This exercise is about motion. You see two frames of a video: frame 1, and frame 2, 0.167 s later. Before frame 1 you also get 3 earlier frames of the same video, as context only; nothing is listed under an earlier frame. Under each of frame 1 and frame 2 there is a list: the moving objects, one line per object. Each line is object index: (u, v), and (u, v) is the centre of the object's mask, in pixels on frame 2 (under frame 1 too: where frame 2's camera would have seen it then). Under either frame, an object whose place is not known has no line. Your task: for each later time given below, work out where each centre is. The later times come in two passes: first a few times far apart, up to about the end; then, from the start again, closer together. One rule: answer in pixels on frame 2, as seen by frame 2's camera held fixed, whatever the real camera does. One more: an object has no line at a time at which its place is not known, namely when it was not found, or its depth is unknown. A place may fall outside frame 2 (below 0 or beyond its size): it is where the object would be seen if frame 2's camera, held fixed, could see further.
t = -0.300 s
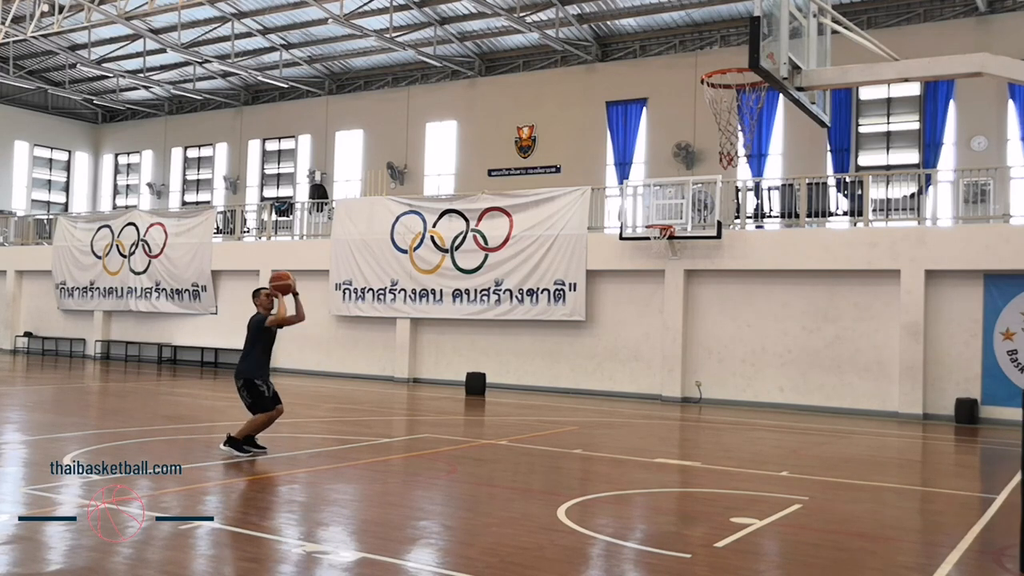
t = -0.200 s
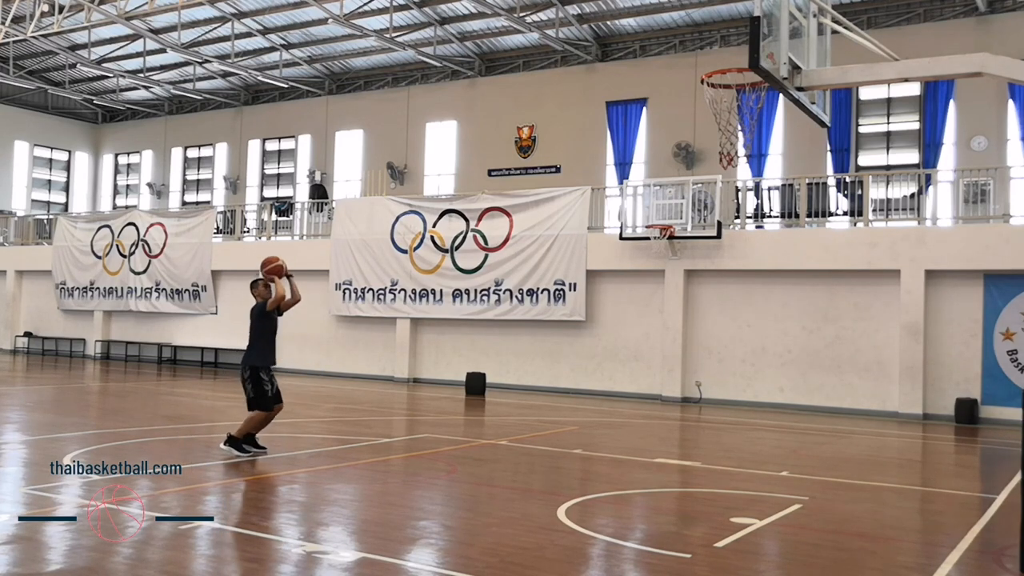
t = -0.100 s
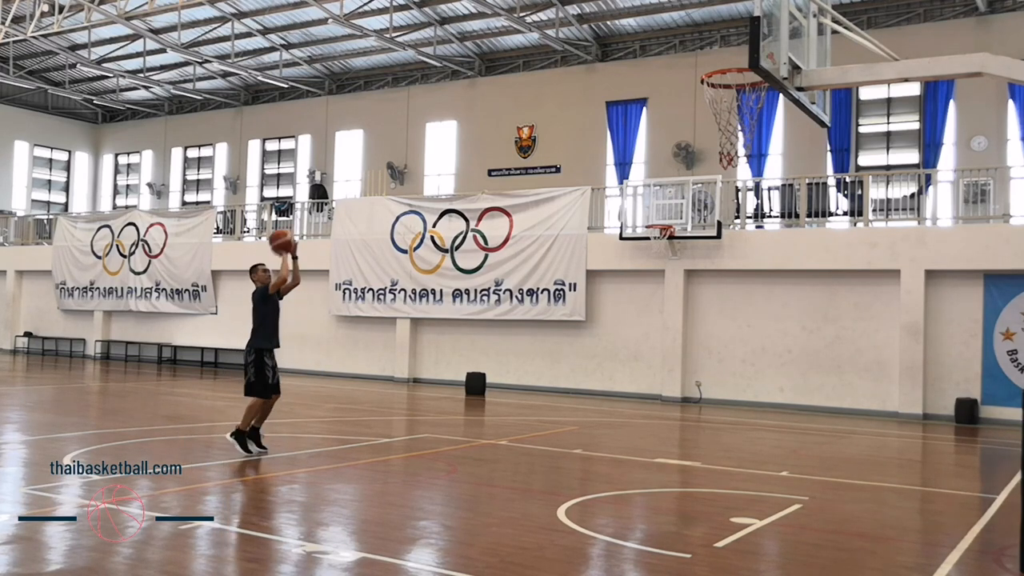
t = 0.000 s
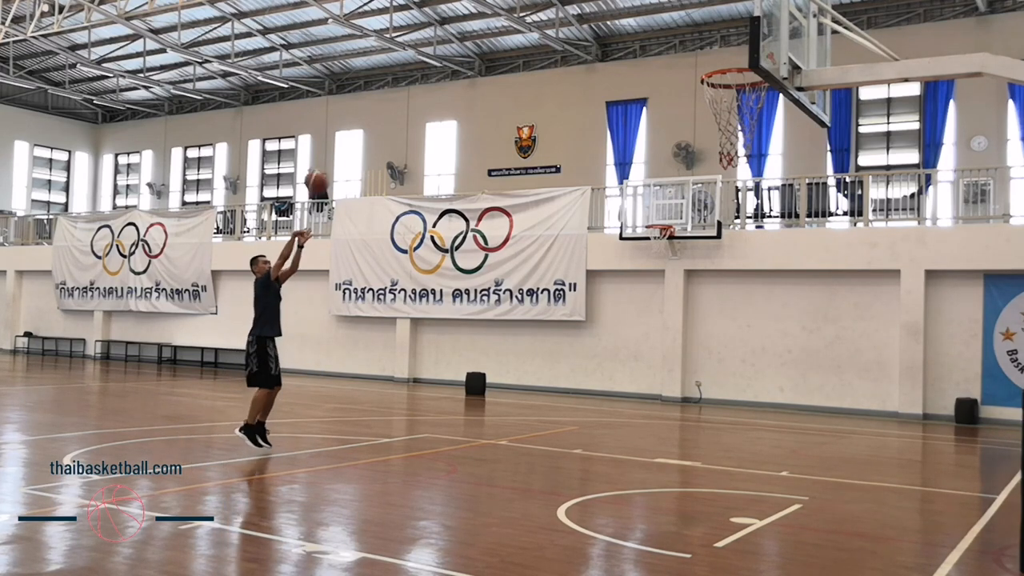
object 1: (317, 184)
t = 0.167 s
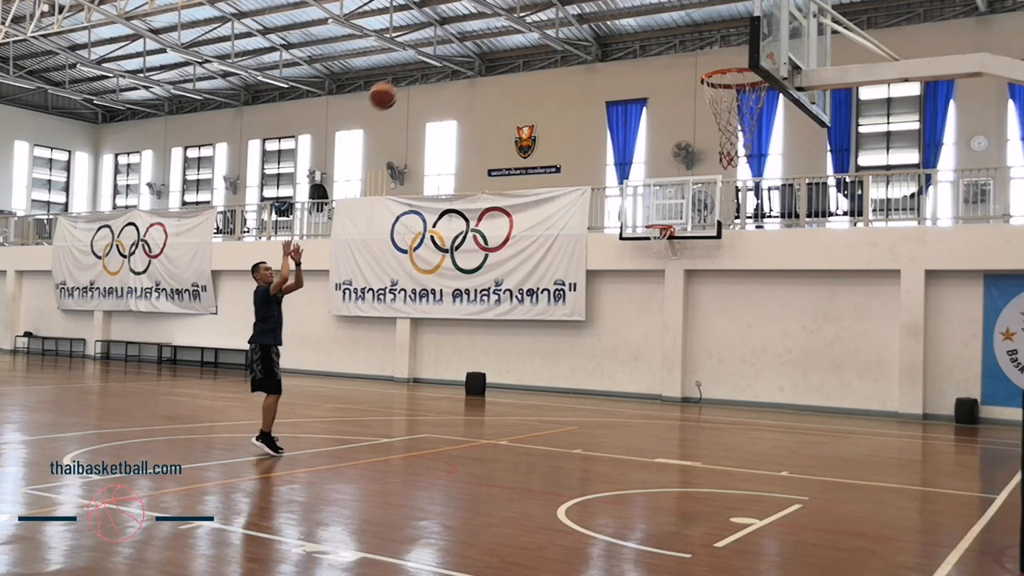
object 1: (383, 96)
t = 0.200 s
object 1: (397, 80)
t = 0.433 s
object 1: (501, 10)
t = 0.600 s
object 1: (578, 2)
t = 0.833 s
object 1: (706, 23)
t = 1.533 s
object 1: (728, 8)
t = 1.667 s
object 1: (714, 54)
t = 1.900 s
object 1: (693, 62)
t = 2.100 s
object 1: (672, 138)
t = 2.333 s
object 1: (639, 324)
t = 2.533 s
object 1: (611, 515)
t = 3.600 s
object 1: (543, 326)
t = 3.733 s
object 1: (526, 495)
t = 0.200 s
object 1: (397, 80)
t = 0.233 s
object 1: (411, 67)
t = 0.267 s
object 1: (425, 54)
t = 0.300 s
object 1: (441, 42)
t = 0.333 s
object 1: (455, 32)
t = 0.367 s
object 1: (469, 23)
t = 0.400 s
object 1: (485, 15)
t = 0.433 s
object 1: (501, 10)
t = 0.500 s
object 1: (532, 5)
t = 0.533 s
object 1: (549, 3)
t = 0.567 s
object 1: (564, 3)
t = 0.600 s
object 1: (578, 2)
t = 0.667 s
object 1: (615, 3)
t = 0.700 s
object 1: (633, 5)
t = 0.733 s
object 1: (651, 7)
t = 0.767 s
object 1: (669, 10)
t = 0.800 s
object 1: (687, 14)
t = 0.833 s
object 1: (706, 23)
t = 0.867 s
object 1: (725, 34)
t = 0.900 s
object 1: (740, 46)
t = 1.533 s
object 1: (728, 8)
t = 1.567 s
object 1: (725, 13)
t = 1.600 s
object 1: (721, 25)
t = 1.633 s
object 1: (717, 39)
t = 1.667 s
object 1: (714, 54)
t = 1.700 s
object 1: (711, 51)
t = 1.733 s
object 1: (708, 48)
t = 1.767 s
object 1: (705, 48)
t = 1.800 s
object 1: (702, 49)
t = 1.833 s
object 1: (699, 52)
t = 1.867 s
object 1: (696, 56)
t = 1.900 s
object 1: (693, 62)
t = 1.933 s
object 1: (689, 70)
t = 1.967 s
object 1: (686, 80)
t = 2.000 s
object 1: (683, 91)
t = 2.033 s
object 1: (679, 105)
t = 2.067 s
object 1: (675, 120)
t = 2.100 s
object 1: (672, 138)
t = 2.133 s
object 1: (668, 158)
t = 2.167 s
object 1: (663, 179)
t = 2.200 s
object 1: (659, 204)
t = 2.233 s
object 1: (654, 231)
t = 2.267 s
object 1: (648, 260)
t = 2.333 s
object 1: (639, 324)
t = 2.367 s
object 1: (634, 361)
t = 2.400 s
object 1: (629, 400)
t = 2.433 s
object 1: (623, 443)
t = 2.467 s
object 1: (618, 487)
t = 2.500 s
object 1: (613, 534)
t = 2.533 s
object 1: (611, 515)
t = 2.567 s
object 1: (610, 481)
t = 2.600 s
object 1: (610, 449)
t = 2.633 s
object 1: (608, 415)
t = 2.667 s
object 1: (607, 384)
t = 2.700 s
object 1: (606, 355)
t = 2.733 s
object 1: (605, 328)
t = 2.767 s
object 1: (604, 302)
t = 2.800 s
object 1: (603, 278)
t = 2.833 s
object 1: (601, 256)
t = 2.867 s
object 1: (599, 236)
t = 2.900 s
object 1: (598, 217)
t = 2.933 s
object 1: (597, 199)
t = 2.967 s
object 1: (594, 184)
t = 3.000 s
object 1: (593, 170)
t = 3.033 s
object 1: (591, 159)
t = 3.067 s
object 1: (589, 150)
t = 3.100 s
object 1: (587, 142)
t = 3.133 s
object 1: (585, 137)
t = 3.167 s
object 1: (584, 133)
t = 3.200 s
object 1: (581, 132)
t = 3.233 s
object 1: (579, 133)
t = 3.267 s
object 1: (576, 137)
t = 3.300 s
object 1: (574, 143)
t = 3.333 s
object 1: (571, 151)
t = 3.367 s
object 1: (567, 163)
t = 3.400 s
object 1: (565, 177)
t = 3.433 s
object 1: (562, 193)
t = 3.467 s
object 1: (558, 214)
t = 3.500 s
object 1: (555, 237)
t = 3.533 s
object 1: (551, 262)
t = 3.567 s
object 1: (547, 291)
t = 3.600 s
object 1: (543, 326)
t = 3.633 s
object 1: (539, 362)
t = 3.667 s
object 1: (535, 402)
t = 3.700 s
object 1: (531, 448)
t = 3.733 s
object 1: (526, 495)
